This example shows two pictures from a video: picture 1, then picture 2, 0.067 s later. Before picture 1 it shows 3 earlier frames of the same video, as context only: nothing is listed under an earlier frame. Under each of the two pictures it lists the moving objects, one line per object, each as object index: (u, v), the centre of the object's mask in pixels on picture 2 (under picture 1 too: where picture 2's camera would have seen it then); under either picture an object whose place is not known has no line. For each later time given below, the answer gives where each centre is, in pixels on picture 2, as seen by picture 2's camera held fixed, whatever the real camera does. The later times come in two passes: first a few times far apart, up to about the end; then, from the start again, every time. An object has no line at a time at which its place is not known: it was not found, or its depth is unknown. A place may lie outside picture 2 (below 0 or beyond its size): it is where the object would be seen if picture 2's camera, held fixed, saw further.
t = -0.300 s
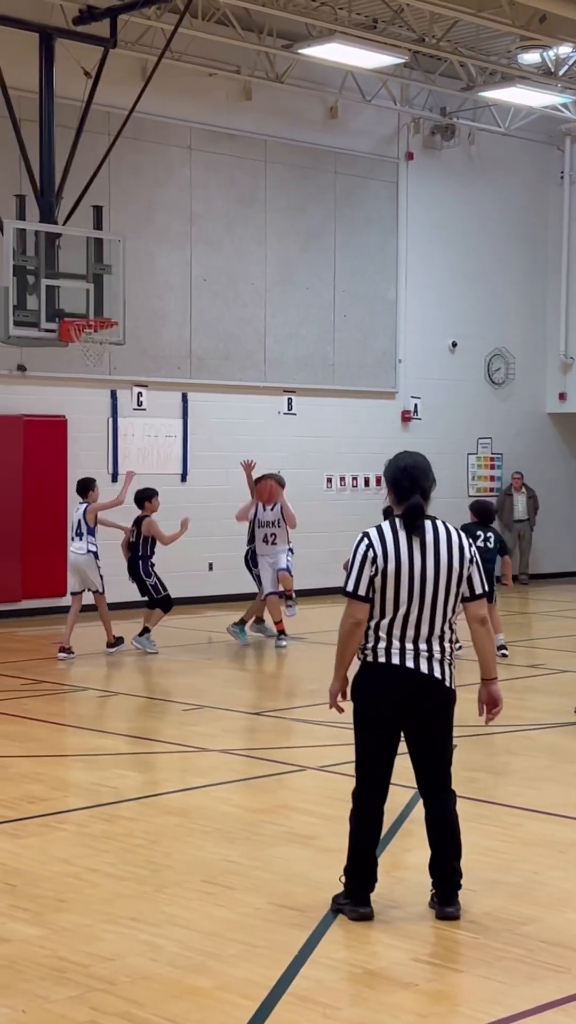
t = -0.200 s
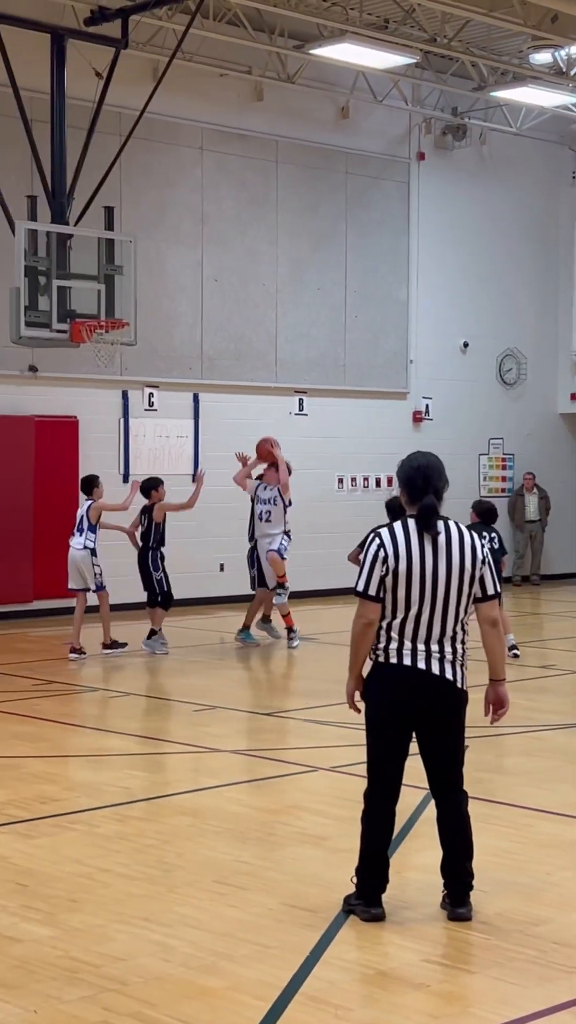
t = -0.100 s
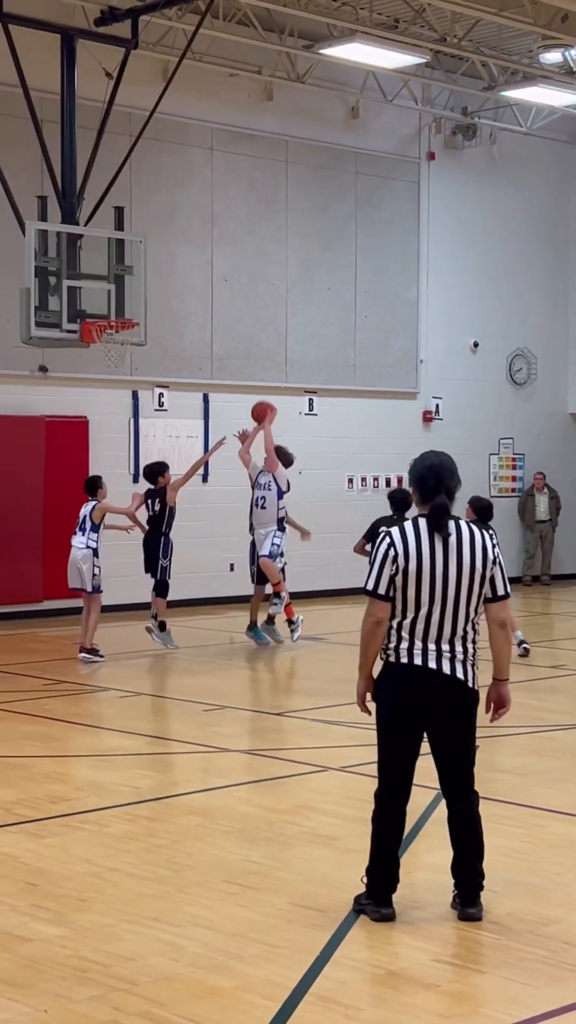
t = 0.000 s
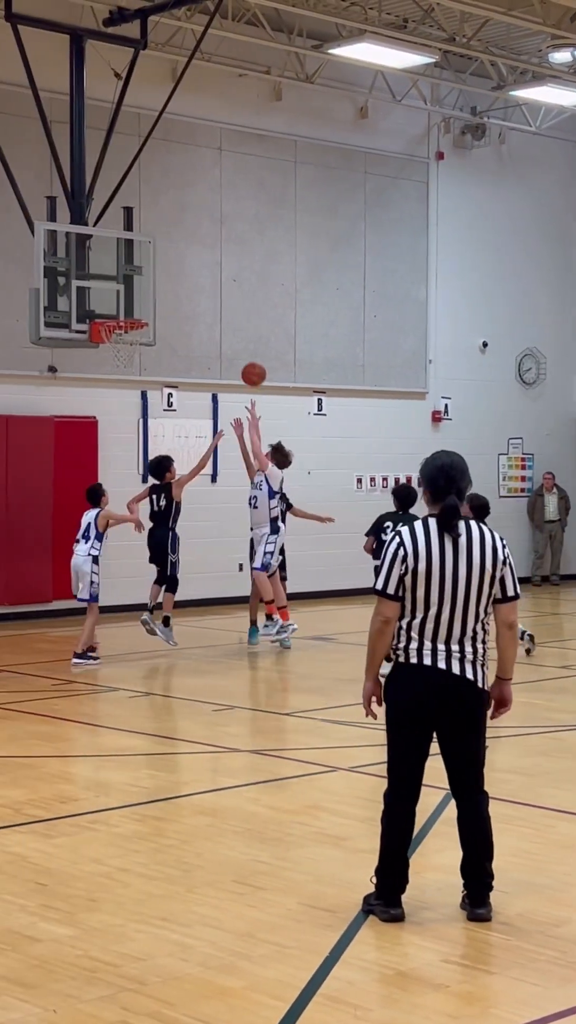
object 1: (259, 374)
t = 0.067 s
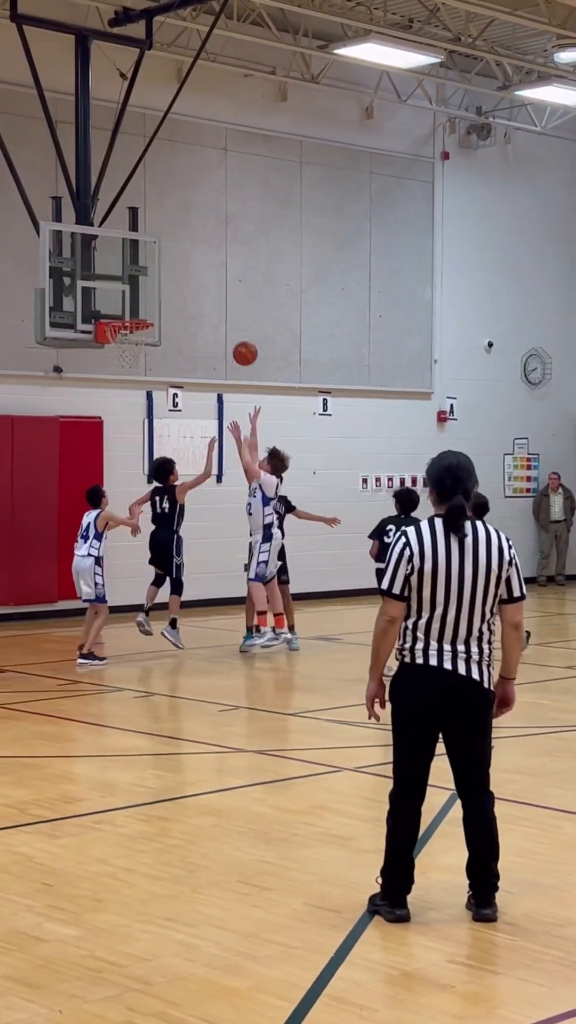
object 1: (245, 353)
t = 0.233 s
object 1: (210, 322)
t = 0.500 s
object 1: (172, 327)
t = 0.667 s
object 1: (203, 360)
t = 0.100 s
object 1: (238, 344)
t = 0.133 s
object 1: (231, 337)
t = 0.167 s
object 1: (224, 331)
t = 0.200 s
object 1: (217, 325)
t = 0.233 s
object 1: (210, 322)
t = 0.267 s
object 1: (203, 318)
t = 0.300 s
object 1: (196, 317)
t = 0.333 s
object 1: (190, 316)
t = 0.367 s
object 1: (183, 316)
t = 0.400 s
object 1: (177, 318)
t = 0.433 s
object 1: (170, 320)
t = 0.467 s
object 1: (166, 323)
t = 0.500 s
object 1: (172, 327)
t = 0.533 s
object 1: (179, 331)
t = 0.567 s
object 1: (185, 337)
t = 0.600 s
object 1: (191, 343)
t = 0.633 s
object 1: (197, 351)
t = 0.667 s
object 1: (203, 360)
